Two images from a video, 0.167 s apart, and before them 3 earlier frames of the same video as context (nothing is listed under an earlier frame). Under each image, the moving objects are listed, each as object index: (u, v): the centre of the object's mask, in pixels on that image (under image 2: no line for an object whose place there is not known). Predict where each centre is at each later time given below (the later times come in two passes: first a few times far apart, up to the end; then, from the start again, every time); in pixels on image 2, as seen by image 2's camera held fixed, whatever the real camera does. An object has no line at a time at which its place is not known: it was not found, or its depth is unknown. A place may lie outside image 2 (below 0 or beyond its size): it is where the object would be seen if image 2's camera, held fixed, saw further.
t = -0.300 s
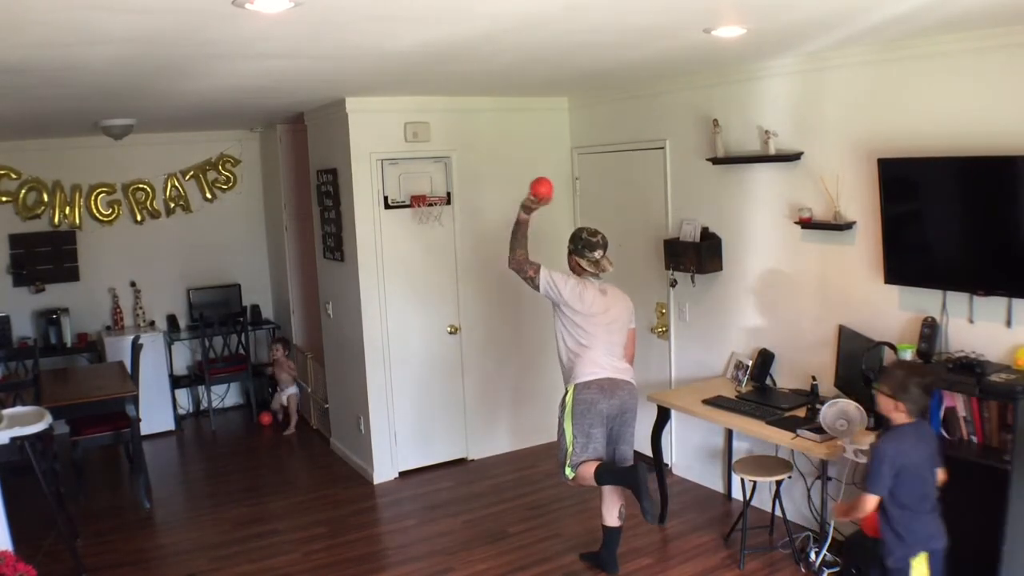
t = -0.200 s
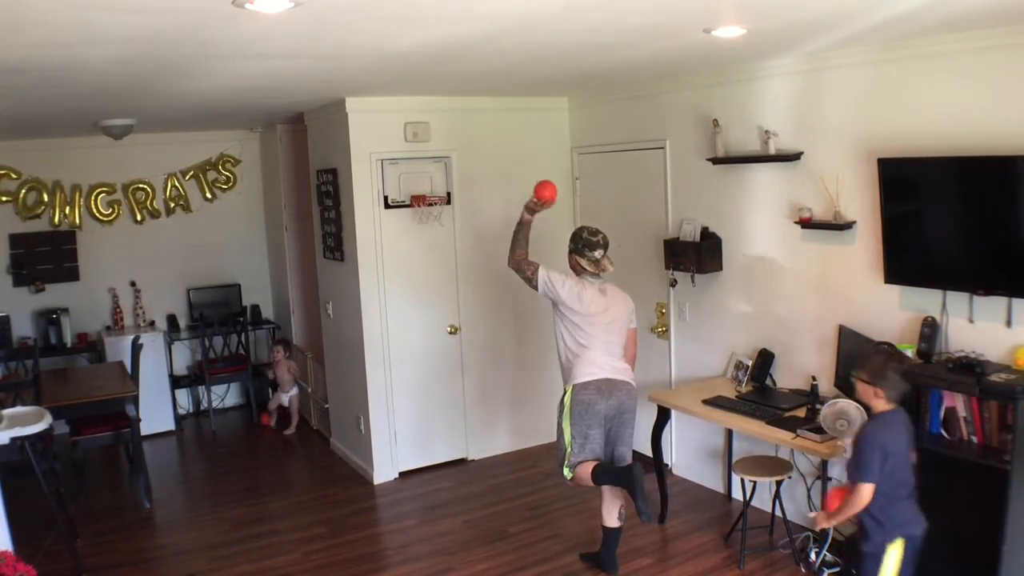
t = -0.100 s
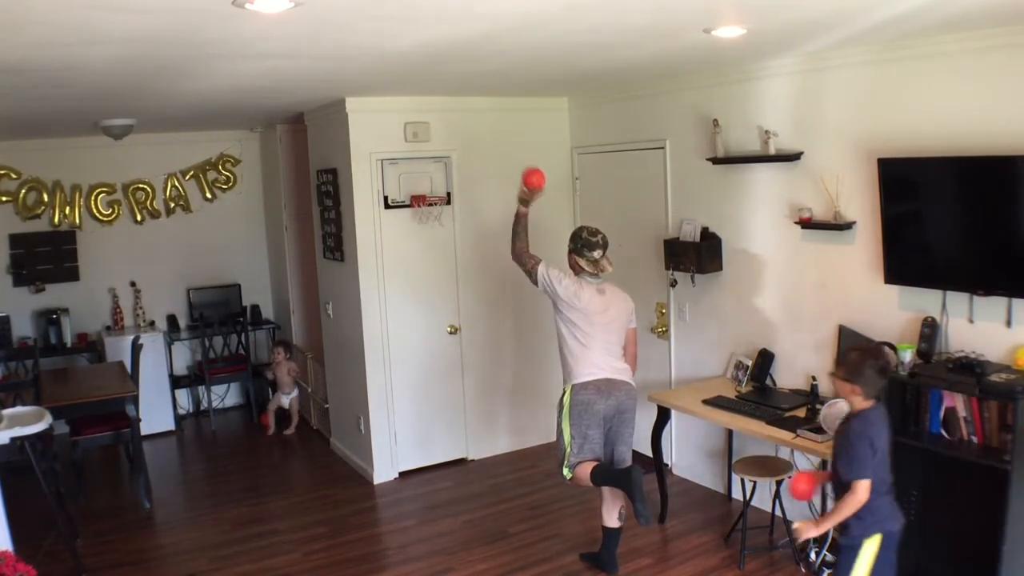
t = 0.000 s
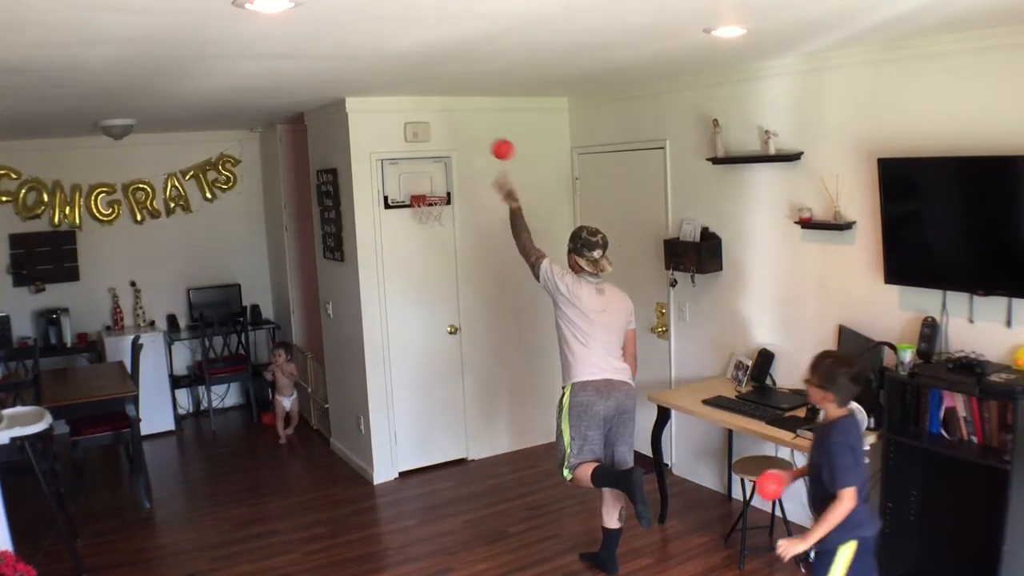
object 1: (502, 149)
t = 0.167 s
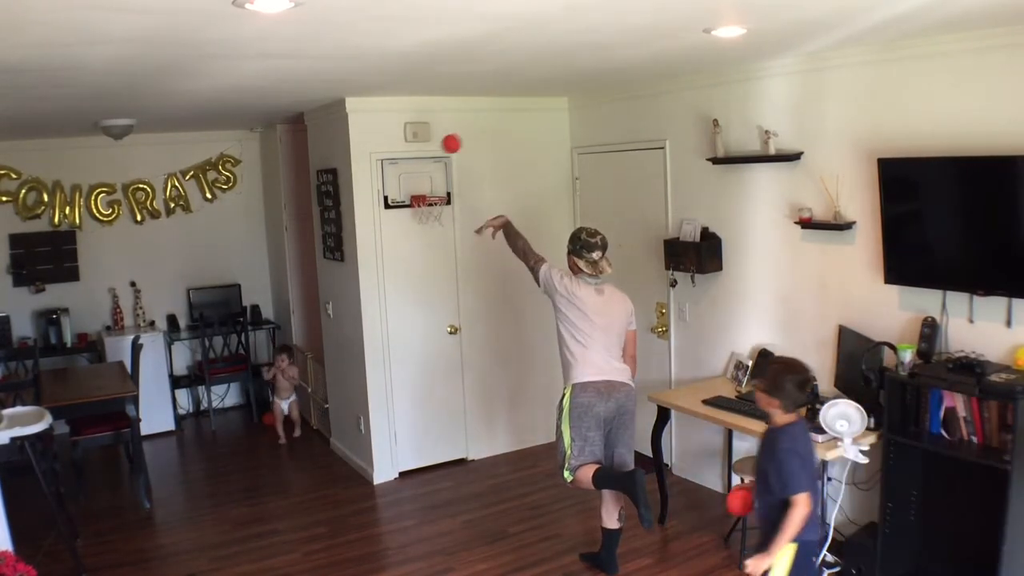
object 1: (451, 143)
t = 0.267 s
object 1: (427, 161)
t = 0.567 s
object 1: (443, 242)
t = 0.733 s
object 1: (454, 315)
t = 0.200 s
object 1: (443, 148)
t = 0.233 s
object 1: (435, 154)
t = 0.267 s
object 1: (427, 161)
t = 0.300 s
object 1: (419, 170)
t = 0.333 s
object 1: (419, 179)
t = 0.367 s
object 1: (425, 189)
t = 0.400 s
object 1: (429, 201)
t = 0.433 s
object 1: (435, 212)
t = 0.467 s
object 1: (437, 219)
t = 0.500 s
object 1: (439, 225)
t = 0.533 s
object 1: (441, 232)
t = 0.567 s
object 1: (443, 242)
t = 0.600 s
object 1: (445, 253)
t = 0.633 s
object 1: (447, 266)
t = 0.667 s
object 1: (450, 281)
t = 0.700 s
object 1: (451, 298)
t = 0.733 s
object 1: (454, 315)
